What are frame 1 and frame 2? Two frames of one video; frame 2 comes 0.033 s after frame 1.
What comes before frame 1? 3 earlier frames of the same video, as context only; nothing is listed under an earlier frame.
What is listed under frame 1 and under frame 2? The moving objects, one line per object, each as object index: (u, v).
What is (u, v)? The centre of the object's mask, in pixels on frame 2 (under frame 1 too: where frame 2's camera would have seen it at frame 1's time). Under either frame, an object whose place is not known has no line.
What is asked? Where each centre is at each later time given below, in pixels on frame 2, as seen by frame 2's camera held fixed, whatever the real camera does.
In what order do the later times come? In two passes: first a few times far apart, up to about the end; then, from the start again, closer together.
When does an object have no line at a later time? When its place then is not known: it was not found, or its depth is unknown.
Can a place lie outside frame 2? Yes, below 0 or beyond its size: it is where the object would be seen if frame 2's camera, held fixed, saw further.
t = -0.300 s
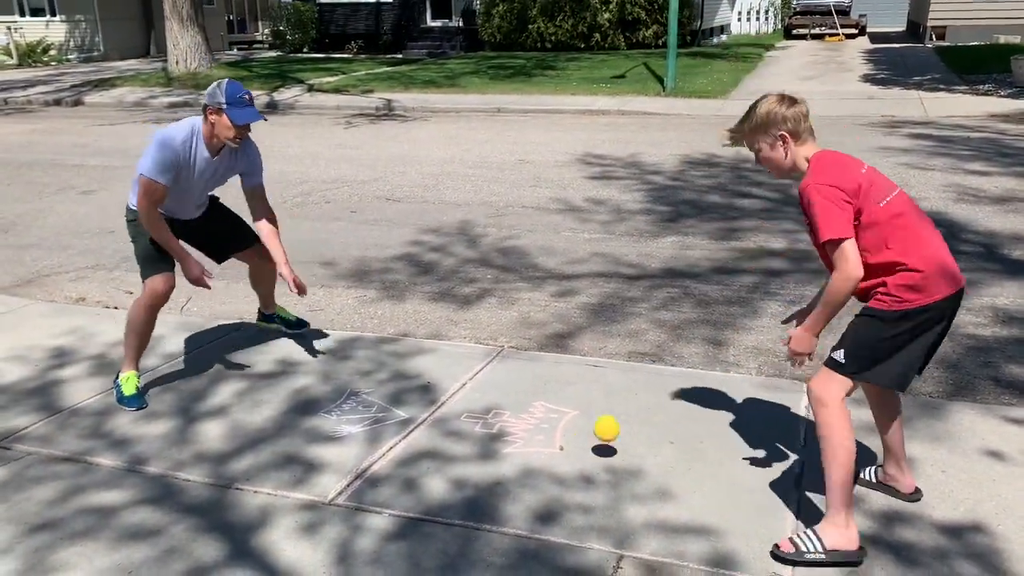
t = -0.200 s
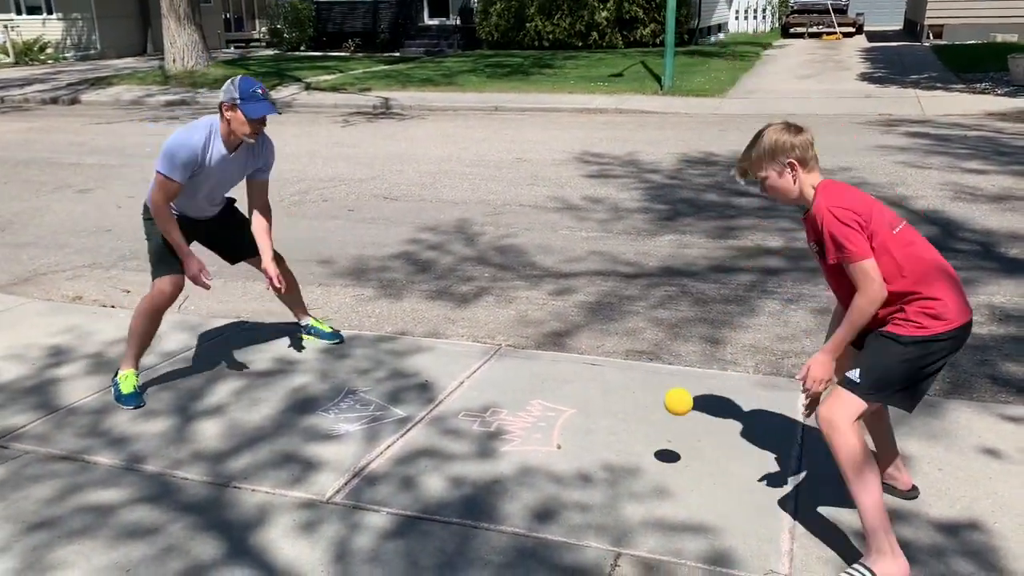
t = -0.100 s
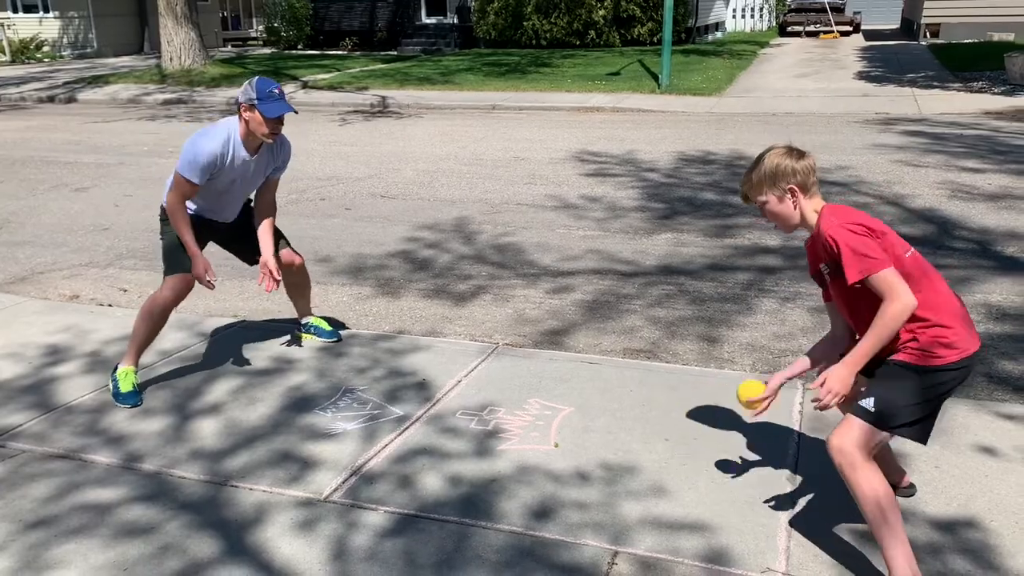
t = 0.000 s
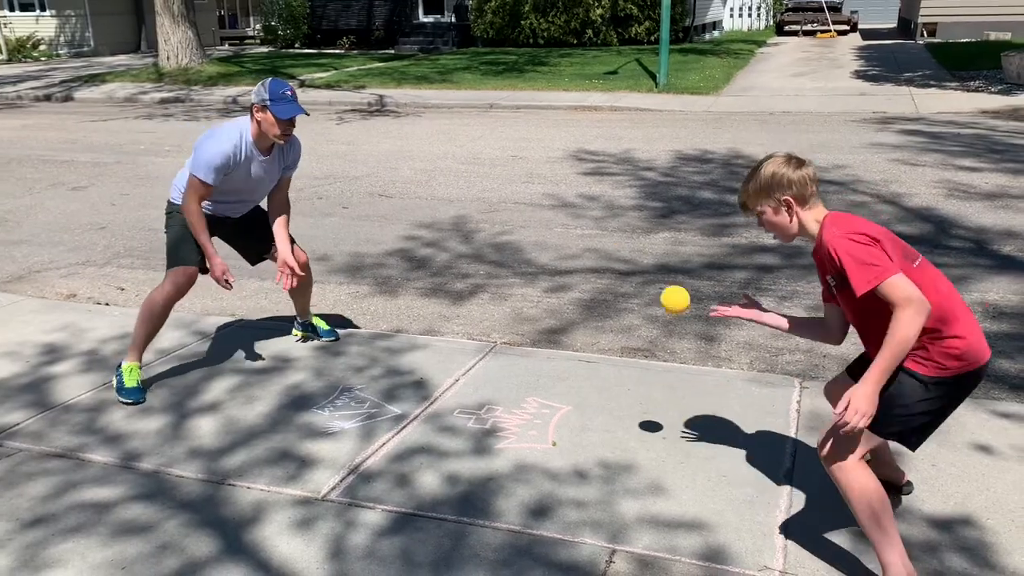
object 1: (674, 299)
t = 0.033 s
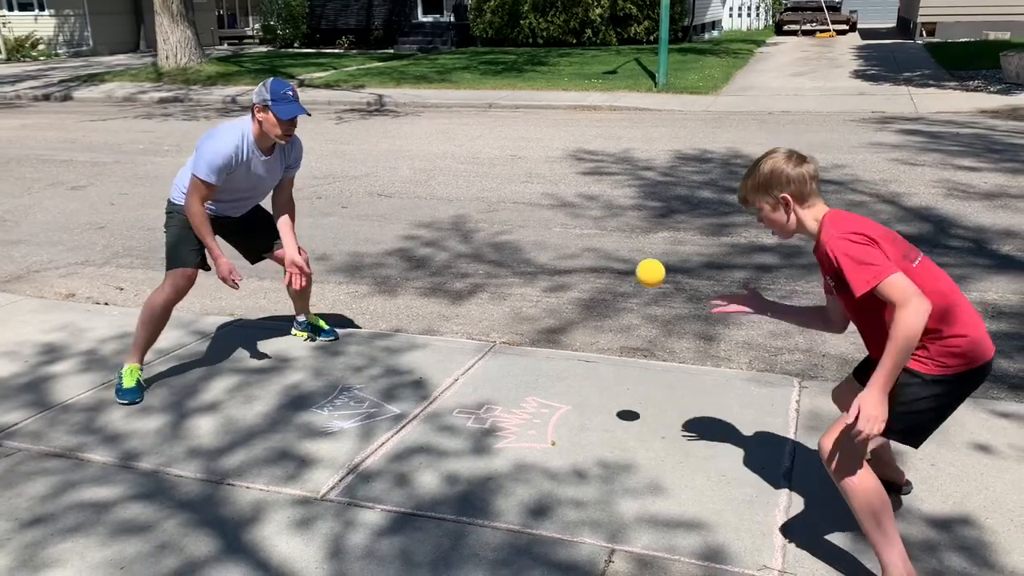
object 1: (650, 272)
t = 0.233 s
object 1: (520, 187)
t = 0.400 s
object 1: (428, 203)
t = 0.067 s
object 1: (627, 249)
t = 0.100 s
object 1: (604, 230)
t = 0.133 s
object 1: (583, 214)
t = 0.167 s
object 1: (561, 202)
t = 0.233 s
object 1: (520, 187)
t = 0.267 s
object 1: (500, 184)
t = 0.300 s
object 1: (481, 185)
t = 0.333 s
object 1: (463, 188)
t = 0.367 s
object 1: (445, 194)
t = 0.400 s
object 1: (428, 203)
